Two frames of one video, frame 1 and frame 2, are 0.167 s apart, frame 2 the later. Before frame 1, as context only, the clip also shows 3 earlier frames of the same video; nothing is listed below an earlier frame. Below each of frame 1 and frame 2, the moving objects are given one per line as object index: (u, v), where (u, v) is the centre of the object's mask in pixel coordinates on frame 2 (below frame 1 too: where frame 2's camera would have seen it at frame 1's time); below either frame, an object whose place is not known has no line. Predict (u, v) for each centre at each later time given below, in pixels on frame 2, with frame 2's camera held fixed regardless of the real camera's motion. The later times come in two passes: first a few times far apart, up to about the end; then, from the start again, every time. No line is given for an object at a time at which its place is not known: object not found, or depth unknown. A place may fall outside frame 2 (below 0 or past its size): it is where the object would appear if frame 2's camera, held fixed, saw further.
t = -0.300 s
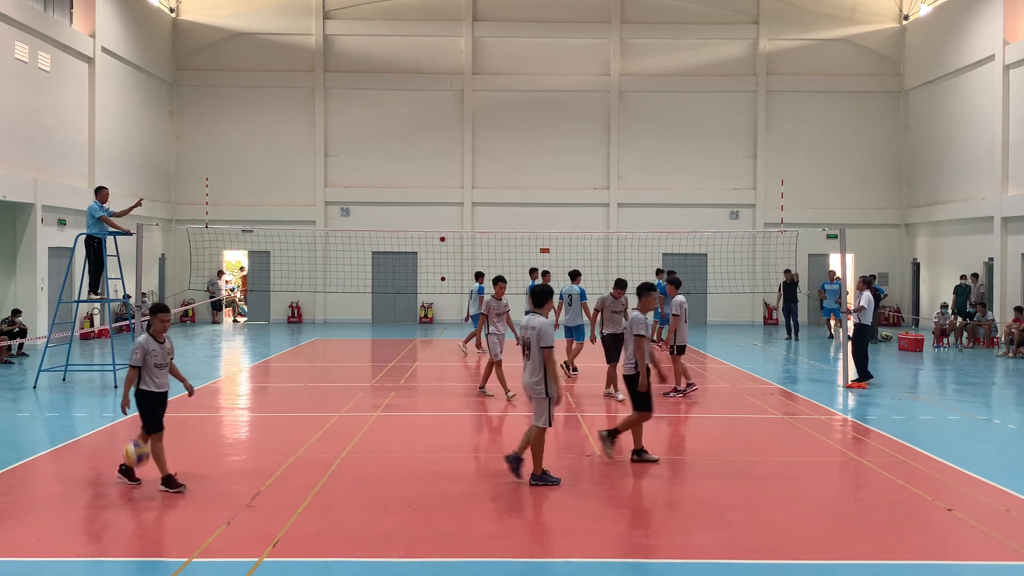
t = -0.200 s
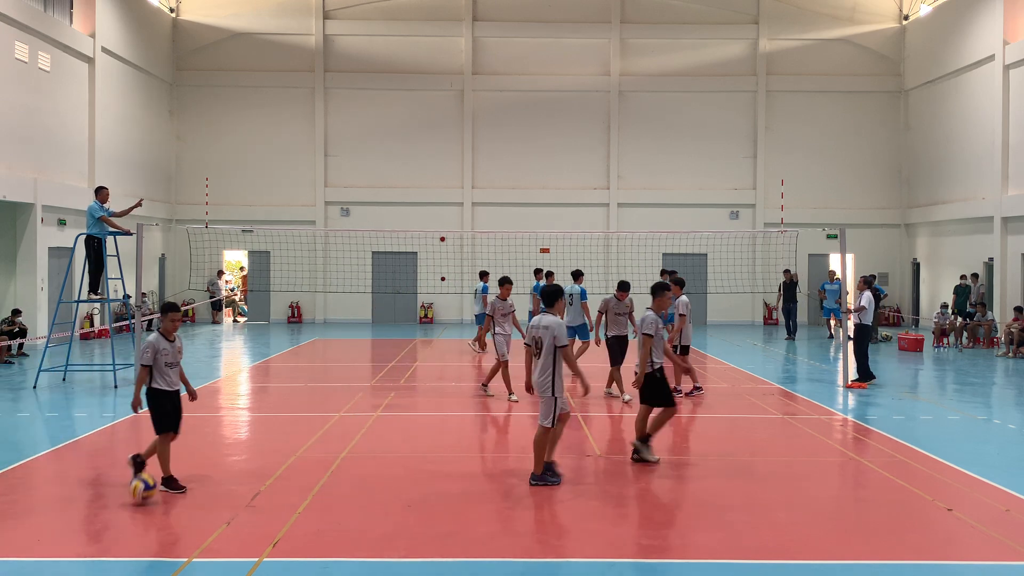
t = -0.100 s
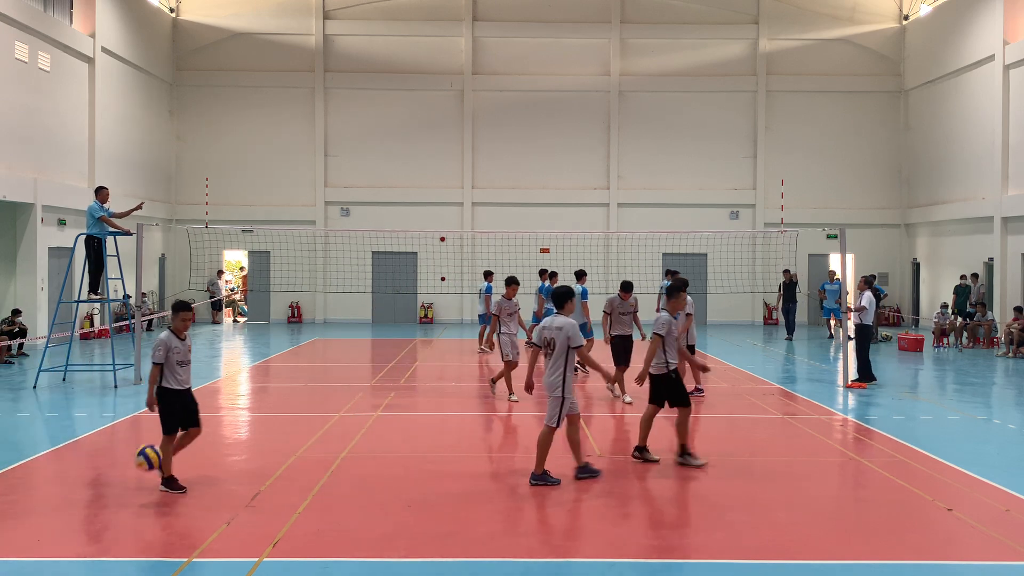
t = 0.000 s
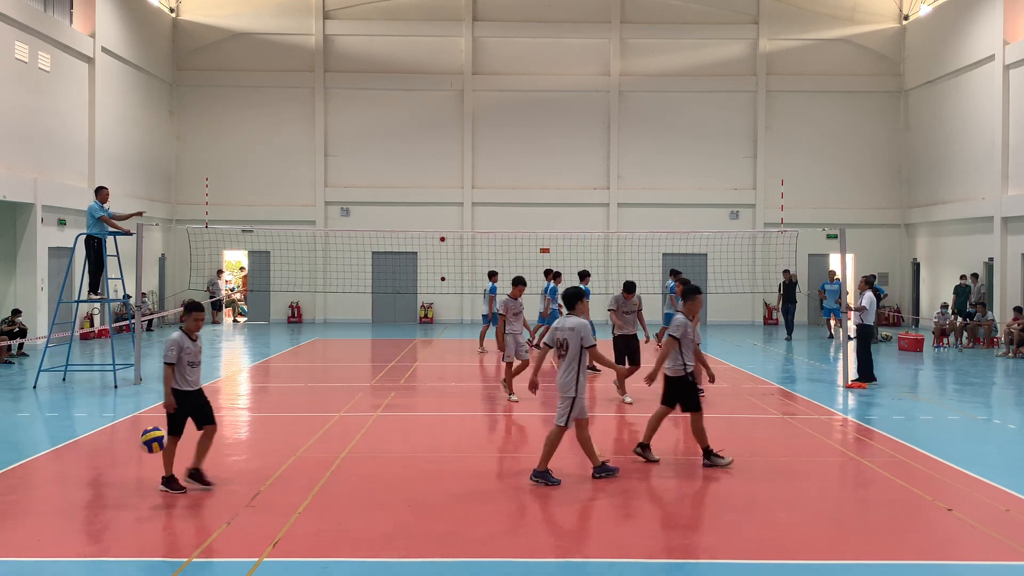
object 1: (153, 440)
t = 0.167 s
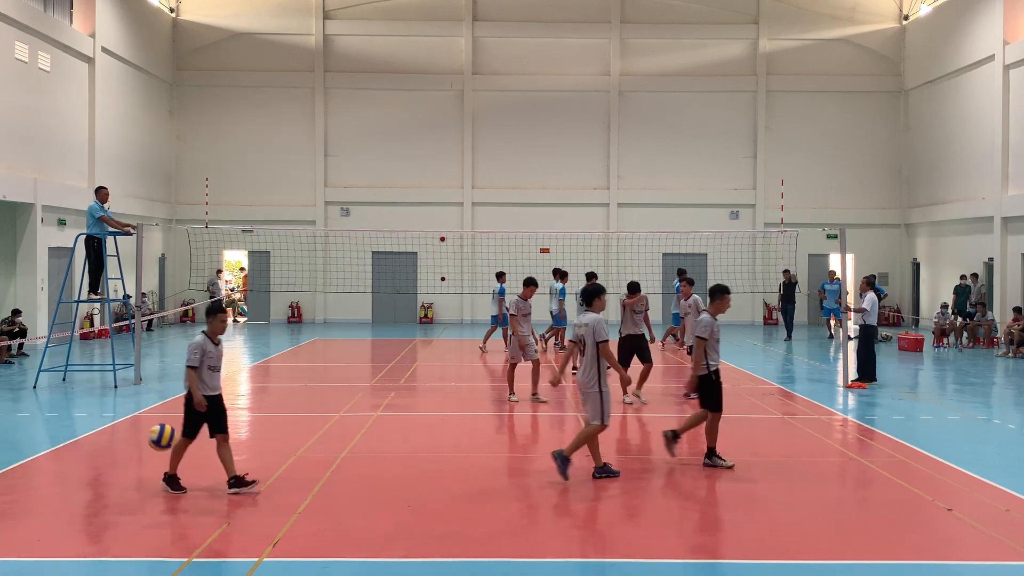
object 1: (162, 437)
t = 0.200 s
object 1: (163, 440)
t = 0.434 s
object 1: (175, 507)
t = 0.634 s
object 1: (188, 470)
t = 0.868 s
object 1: (201, 489)
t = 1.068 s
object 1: (214, 504)
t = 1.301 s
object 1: (229, 505)
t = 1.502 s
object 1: (242, 519)
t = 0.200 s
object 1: (163, 440)
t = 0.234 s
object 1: (165, 445)
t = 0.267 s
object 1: (167, 452)
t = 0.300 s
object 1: (168, 459)
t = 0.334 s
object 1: (171, 468)
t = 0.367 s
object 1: (172, 479)
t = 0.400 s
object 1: (174, 492)
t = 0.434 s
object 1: (175, 507)
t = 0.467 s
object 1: (178, 500)
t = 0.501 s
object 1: (180, 491)
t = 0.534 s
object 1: (182, 484)
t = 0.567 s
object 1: (184, 478)
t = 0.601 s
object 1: (186, 473)
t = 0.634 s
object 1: (188, 470)
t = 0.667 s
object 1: (190, 468)
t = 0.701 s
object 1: (192, 468)
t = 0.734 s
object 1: (194, 469)
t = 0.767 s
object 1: (196, 472)
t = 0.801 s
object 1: (198, 476)
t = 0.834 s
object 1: (199, 481)
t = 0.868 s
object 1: (201, 489)
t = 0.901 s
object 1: (203, 497)
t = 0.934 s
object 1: (206, 507)
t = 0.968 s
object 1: (208, 519)
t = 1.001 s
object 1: (210, 518)
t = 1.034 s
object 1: (215, 510)
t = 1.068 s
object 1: (214, 504)
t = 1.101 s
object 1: (216, 500)
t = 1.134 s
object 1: (220, 497)
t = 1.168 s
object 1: (221, 496)
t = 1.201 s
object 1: (223, 497)
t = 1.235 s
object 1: (225, 498)
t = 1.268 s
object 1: (227, 501)
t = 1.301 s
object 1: (229, 505)
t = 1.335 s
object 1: (232, 510)
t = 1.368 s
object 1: (234, 517)
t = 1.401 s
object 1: (234, 527)
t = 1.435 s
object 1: (237, 531)
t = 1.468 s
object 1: (239, 525)
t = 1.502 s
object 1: (242, 519)
